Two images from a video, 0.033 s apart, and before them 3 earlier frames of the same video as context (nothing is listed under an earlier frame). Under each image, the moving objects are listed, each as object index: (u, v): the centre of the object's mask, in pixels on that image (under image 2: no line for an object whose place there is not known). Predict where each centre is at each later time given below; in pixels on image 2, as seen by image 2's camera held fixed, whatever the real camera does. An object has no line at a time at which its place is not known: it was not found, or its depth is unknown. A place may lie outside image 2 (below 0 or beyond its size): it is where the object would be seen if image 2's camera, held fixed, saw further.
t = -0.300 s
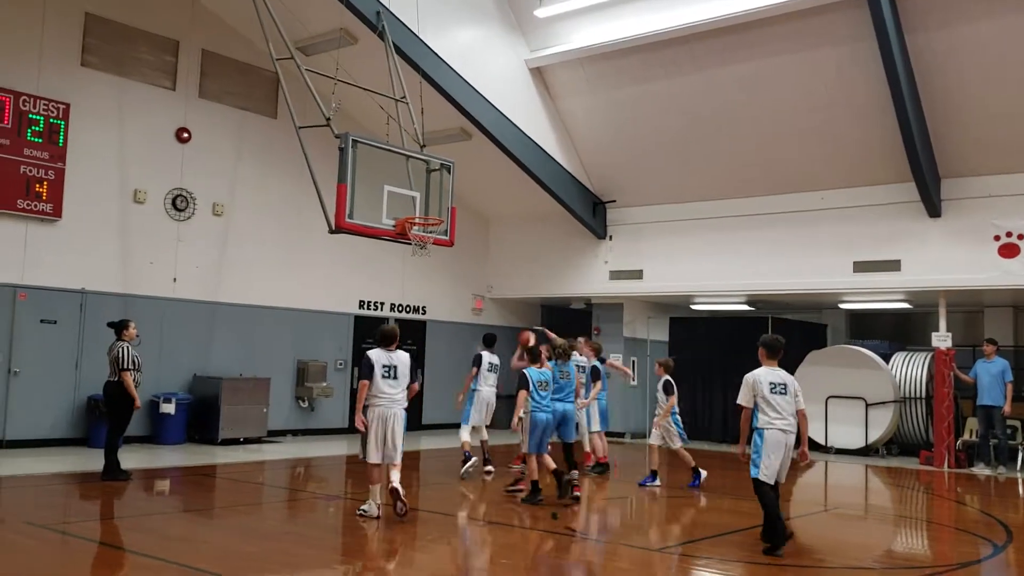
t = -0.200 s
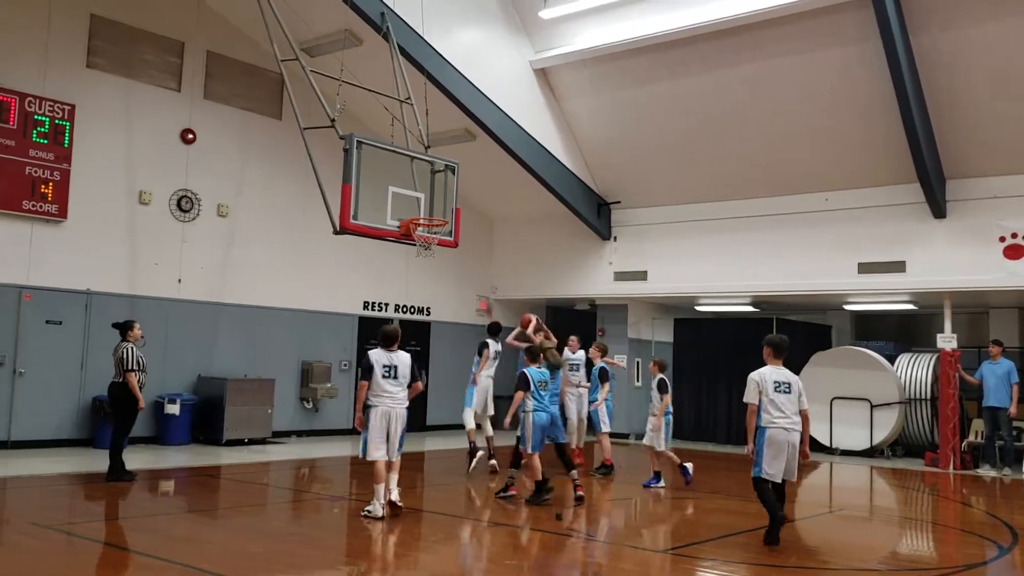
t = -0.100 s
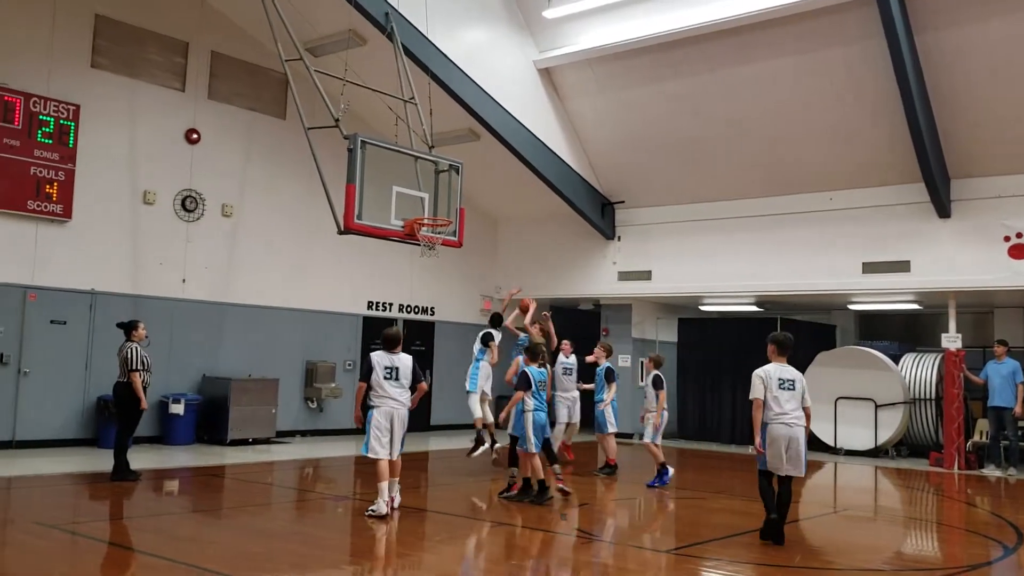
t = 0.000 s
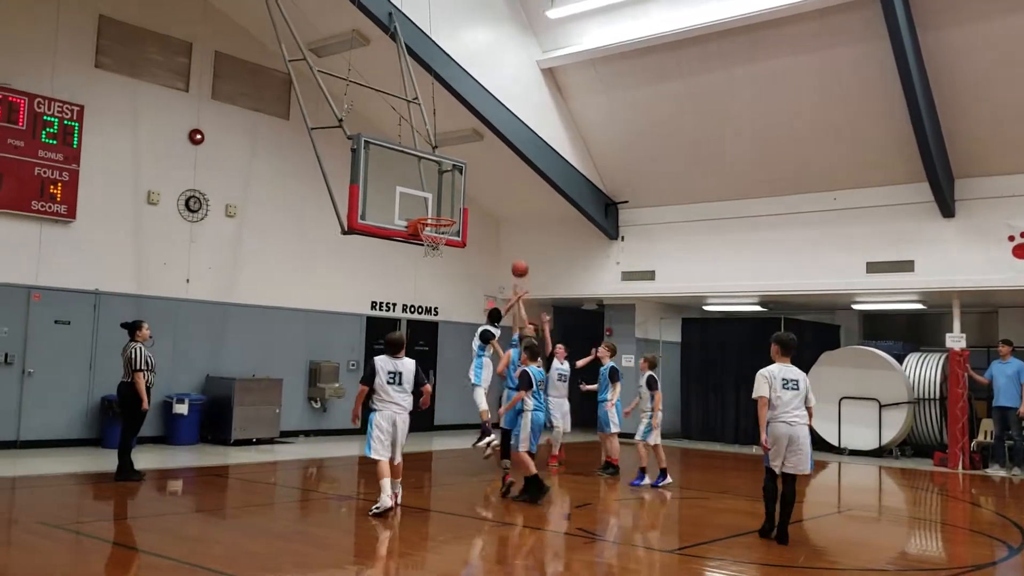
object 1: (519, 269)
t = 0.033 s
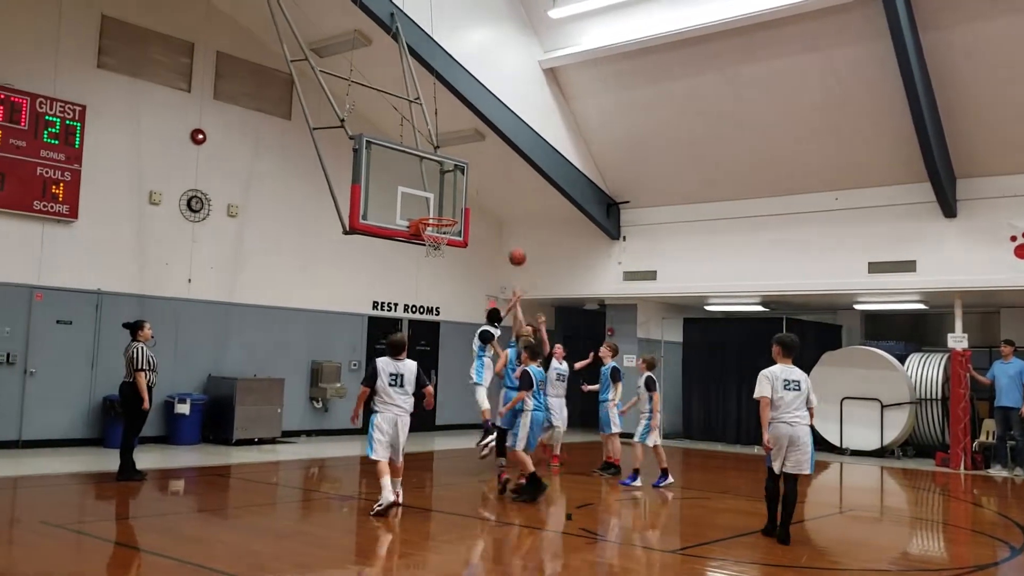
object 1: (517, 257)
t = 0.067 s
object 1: (513, 246)
